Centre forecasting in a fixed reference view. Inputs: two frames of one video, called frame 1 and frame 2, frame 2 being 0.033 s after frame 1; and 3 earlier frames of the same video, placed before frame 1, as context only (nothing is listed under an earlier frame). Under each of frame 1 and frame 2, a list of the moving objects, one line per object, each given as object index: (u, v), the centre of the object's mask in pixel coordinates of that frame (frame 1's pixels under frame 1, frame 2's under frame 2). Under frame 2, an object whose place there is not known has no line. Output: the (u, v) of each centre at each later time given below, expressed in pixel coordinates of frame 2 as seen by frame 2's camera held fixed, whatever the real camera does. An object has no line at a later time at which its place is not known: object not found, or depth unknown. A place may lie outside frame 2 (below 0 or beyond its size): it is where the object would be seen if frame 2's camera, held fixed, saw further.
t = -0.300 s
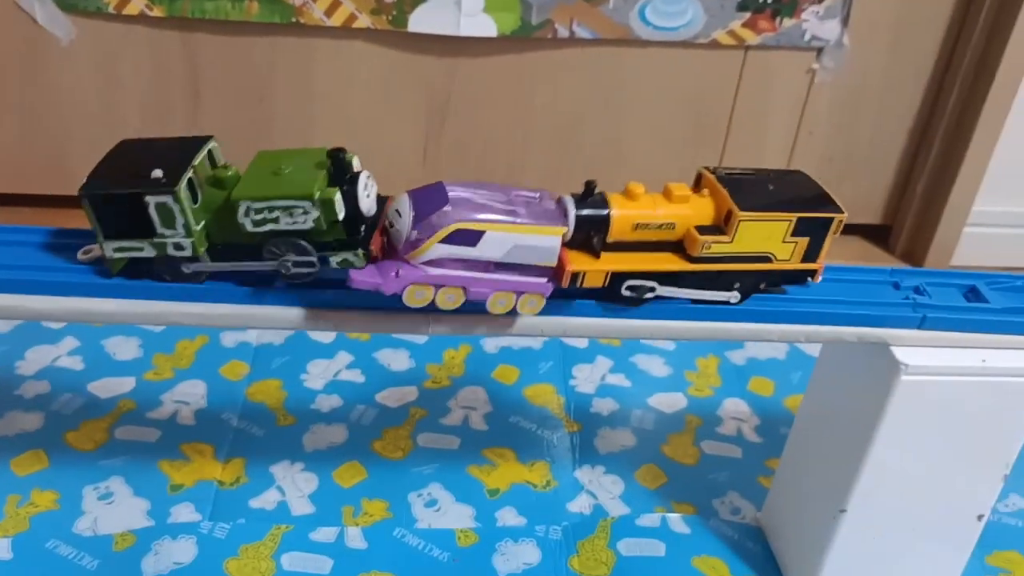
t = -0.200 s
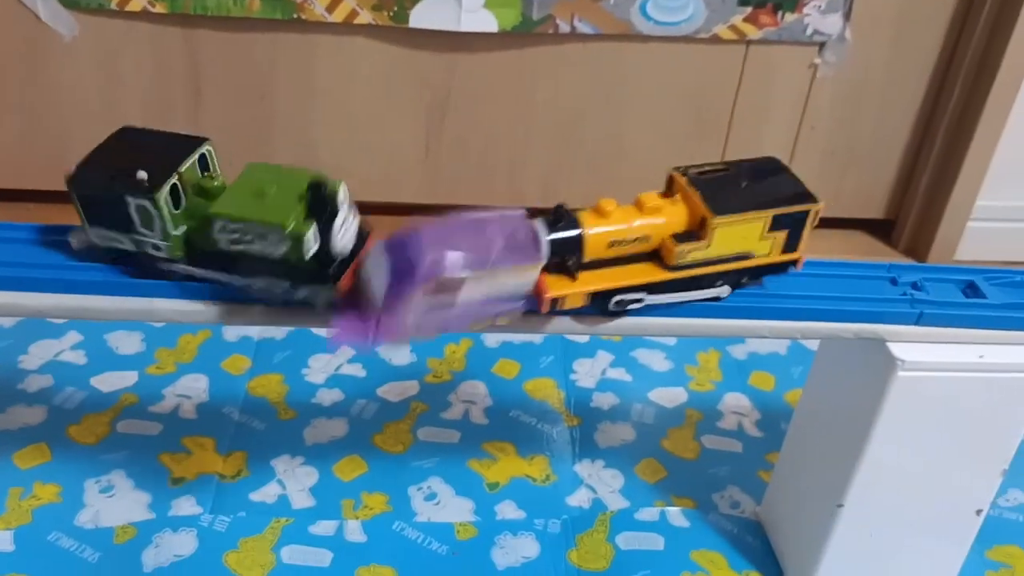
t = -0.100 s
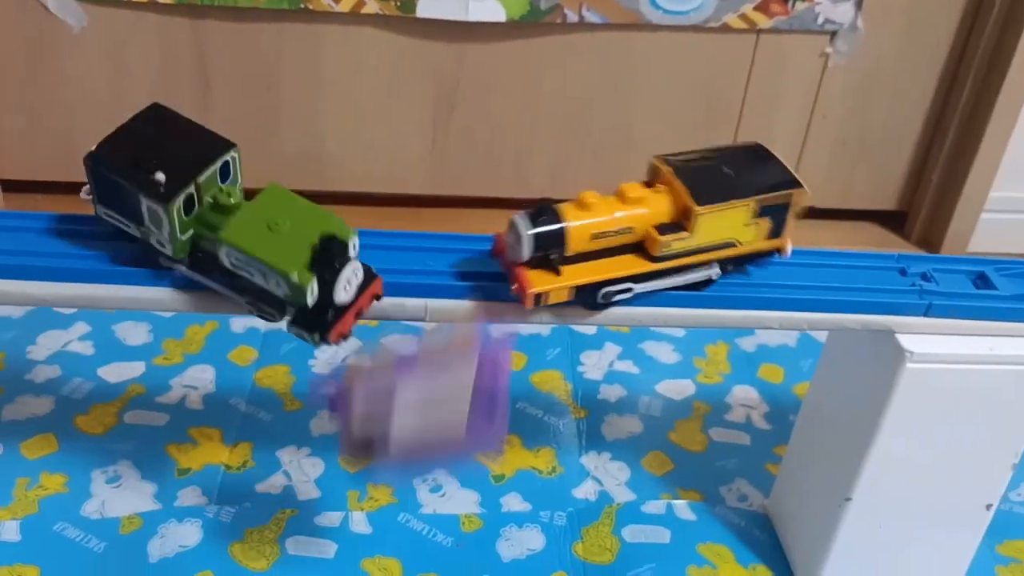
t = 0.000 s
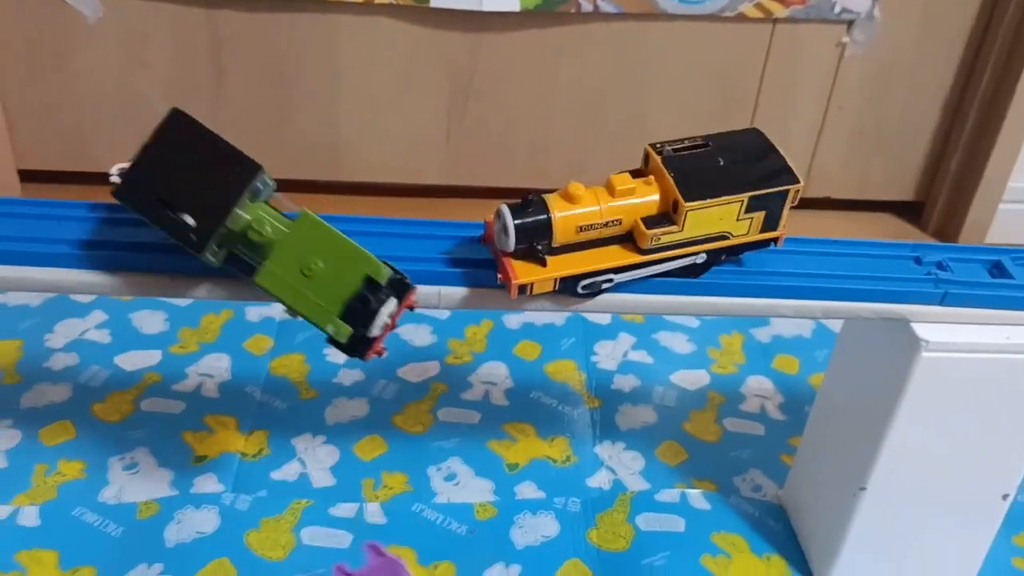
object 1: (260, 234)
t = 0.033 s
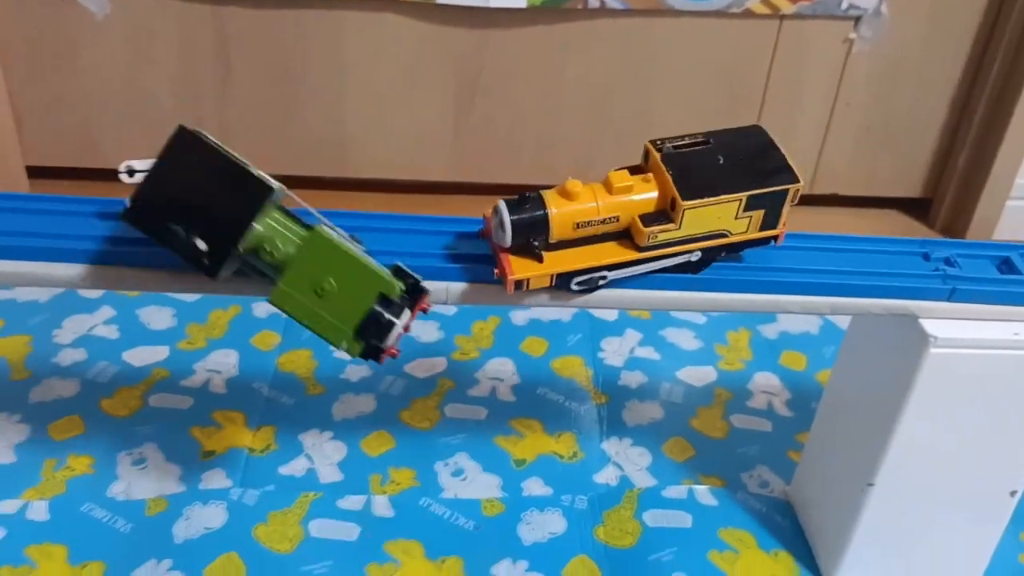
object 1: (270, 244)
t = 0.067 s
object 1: (268, 265)
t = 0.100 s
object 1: (269, 310)
